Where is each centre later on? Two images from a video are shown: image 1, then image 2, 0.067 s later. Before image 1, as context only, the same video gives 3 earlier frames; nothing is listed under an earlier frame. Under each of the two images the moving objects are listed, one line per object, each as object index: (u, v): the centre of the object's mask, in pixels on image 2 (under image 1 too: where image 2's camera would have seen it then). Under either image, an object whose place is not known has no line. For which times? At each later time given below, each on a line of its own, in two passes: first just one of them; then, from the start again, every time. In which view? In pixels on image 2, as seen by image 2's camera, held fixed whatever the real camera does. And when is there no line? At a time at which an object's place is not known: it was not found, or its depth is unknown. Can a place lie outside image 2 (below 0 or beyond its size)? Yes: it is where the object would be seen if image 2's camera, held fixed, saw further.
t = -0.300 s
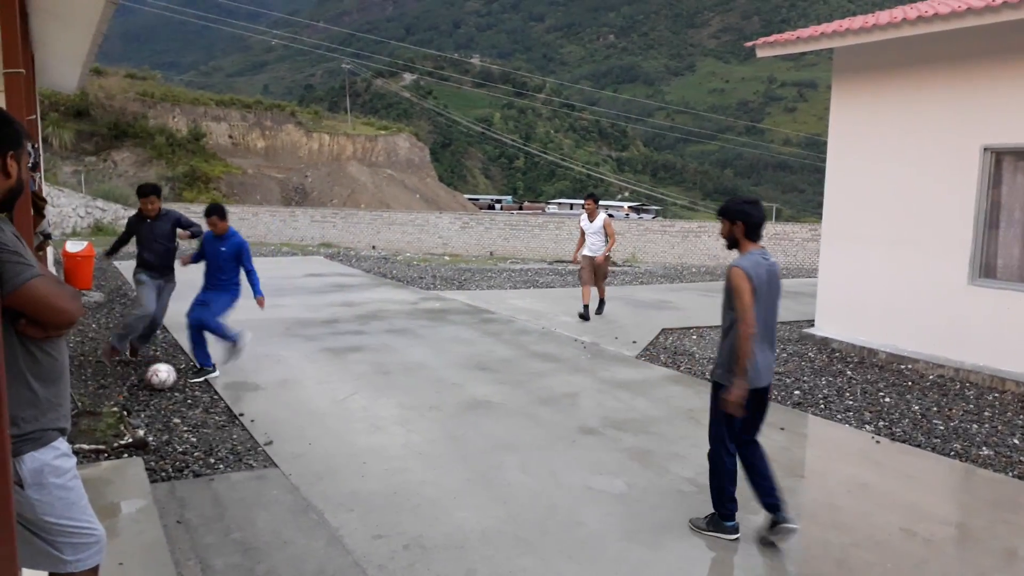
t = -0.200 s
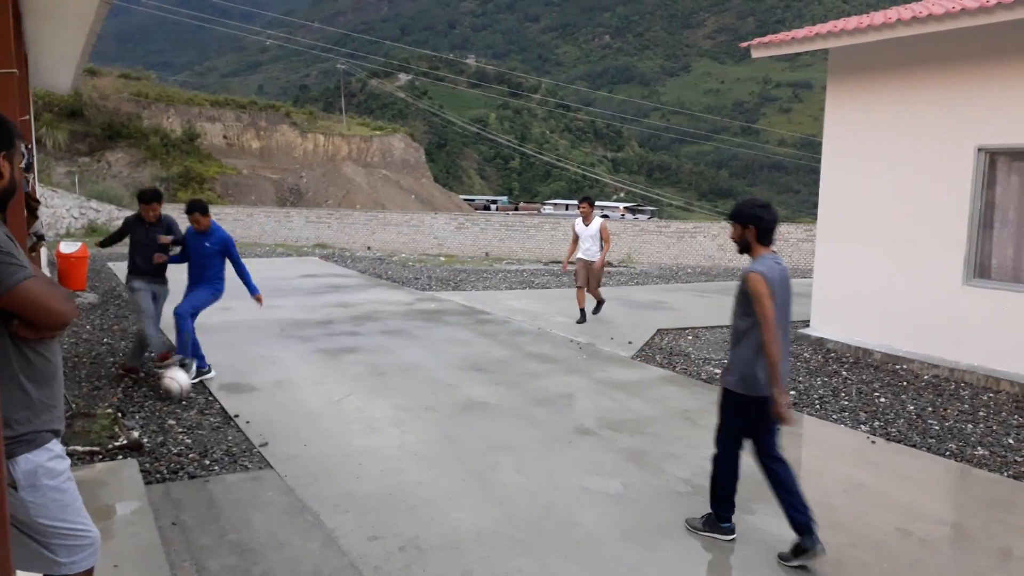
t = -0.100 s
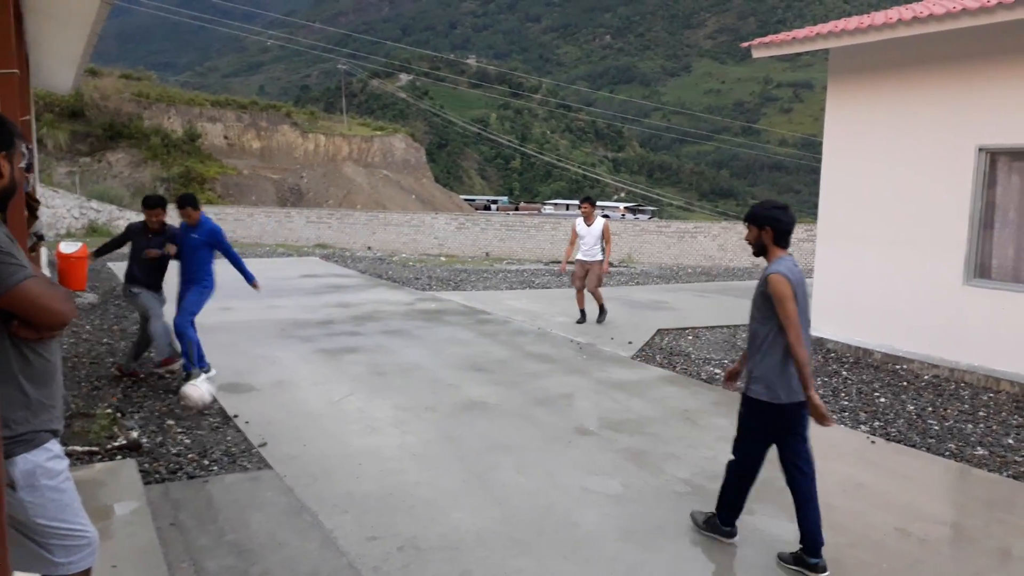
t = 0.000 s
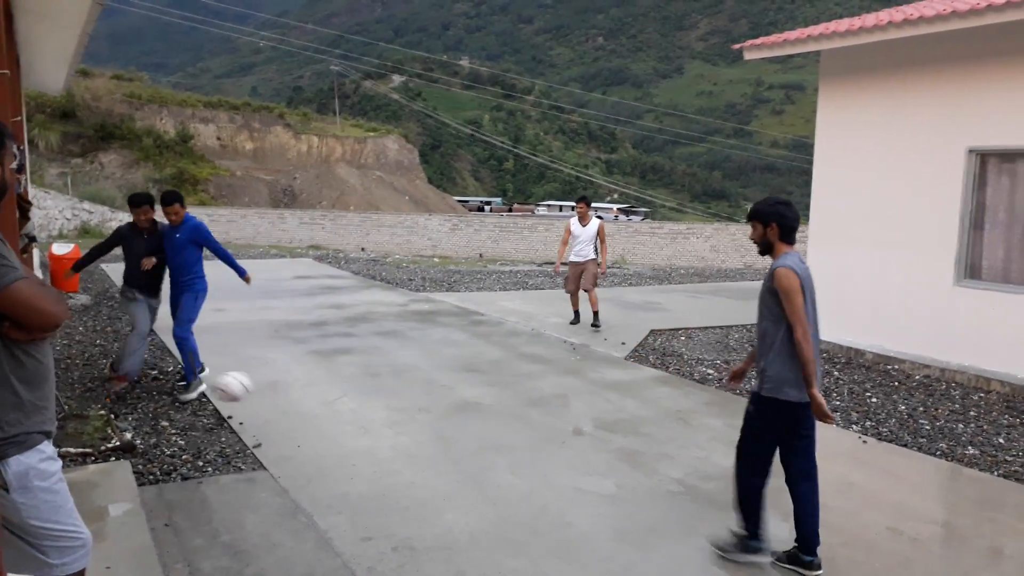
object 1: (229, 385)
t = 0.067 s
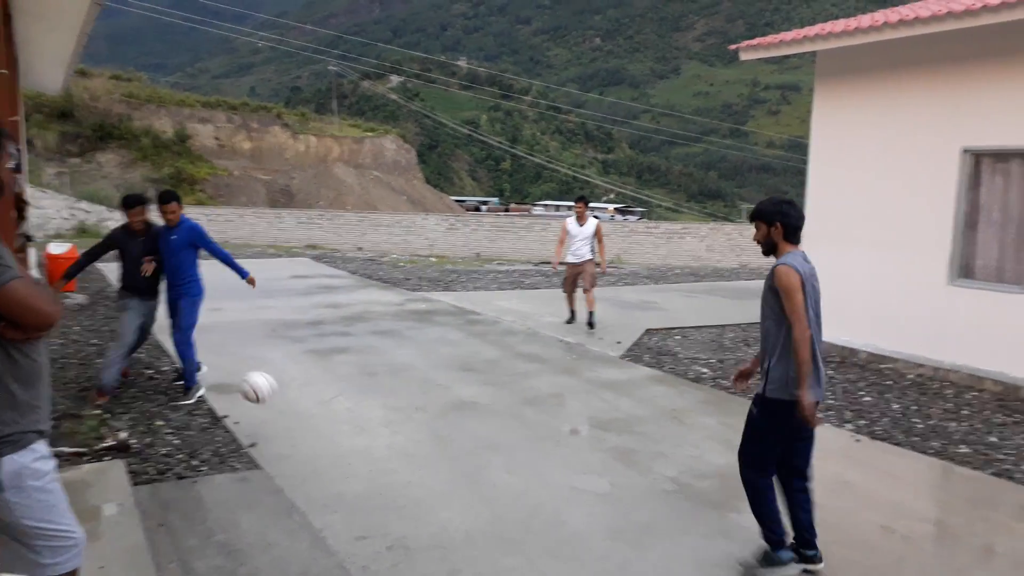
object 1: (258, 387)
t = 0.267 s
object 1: (362, 434)
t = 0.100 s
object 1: (274, 391)
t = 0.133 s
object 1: (290, 395)
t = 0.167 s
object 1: (307, 401)
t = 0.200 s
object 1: (325, 410)
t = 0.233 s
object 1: (342, 420)
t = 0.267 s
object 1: (362, 434)
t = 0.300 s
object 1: (380, 448)
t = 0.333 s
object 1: (400, 463)
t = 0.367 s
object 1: (421, 461)
